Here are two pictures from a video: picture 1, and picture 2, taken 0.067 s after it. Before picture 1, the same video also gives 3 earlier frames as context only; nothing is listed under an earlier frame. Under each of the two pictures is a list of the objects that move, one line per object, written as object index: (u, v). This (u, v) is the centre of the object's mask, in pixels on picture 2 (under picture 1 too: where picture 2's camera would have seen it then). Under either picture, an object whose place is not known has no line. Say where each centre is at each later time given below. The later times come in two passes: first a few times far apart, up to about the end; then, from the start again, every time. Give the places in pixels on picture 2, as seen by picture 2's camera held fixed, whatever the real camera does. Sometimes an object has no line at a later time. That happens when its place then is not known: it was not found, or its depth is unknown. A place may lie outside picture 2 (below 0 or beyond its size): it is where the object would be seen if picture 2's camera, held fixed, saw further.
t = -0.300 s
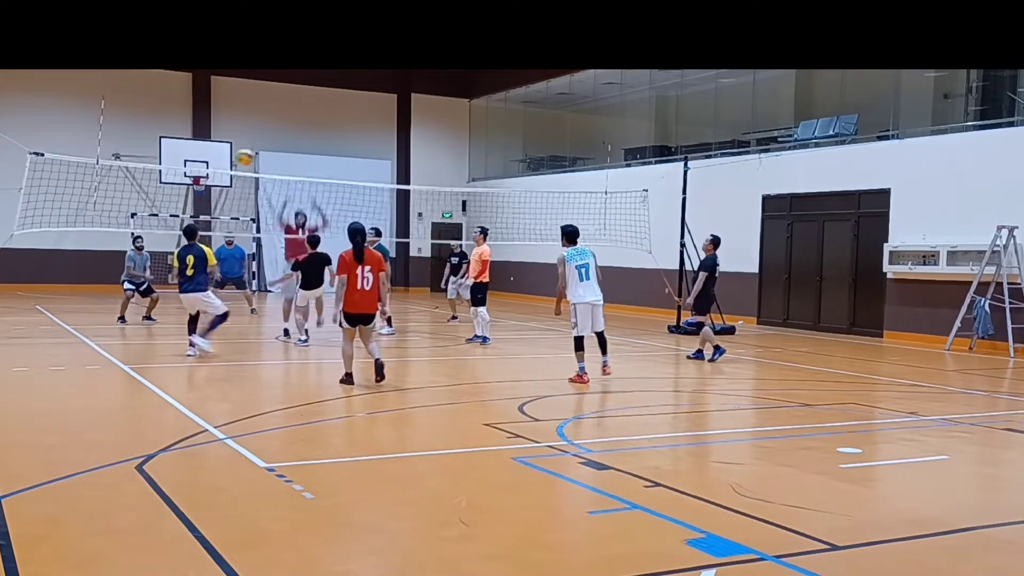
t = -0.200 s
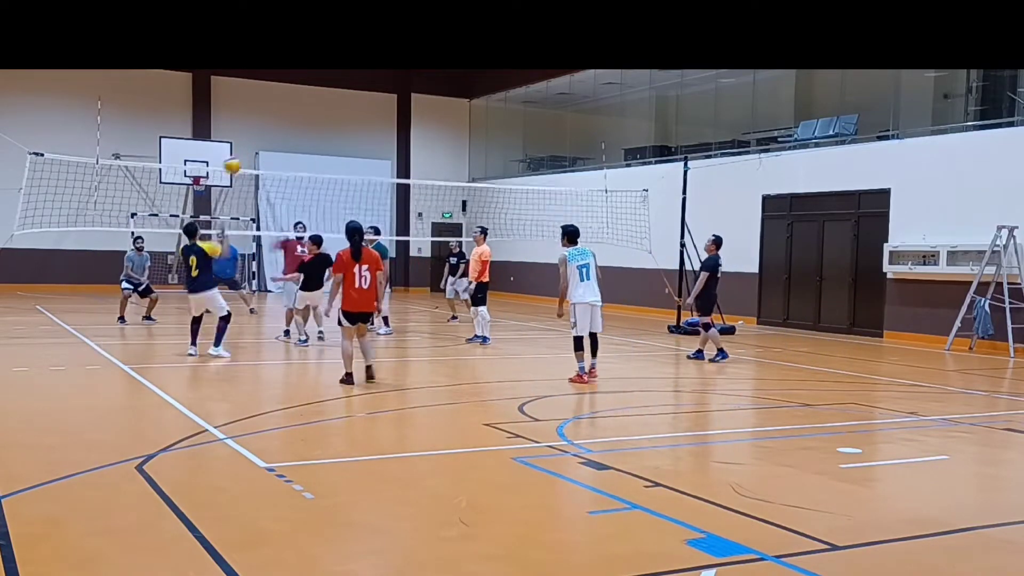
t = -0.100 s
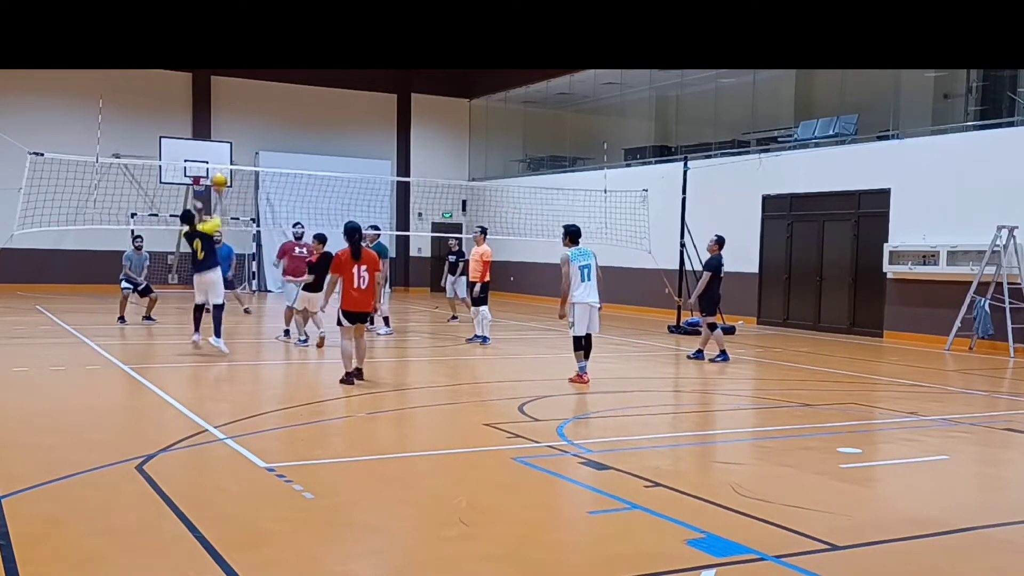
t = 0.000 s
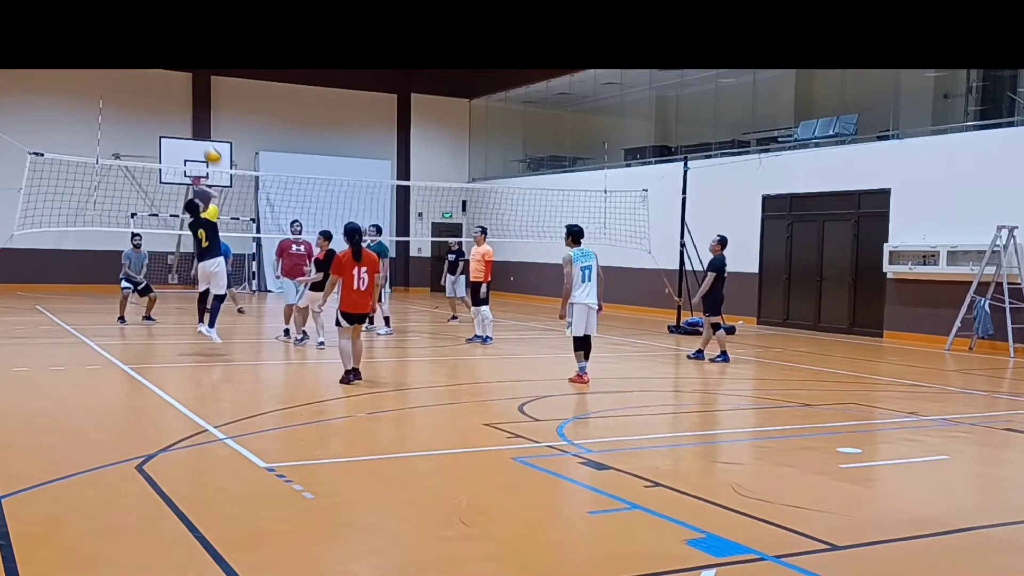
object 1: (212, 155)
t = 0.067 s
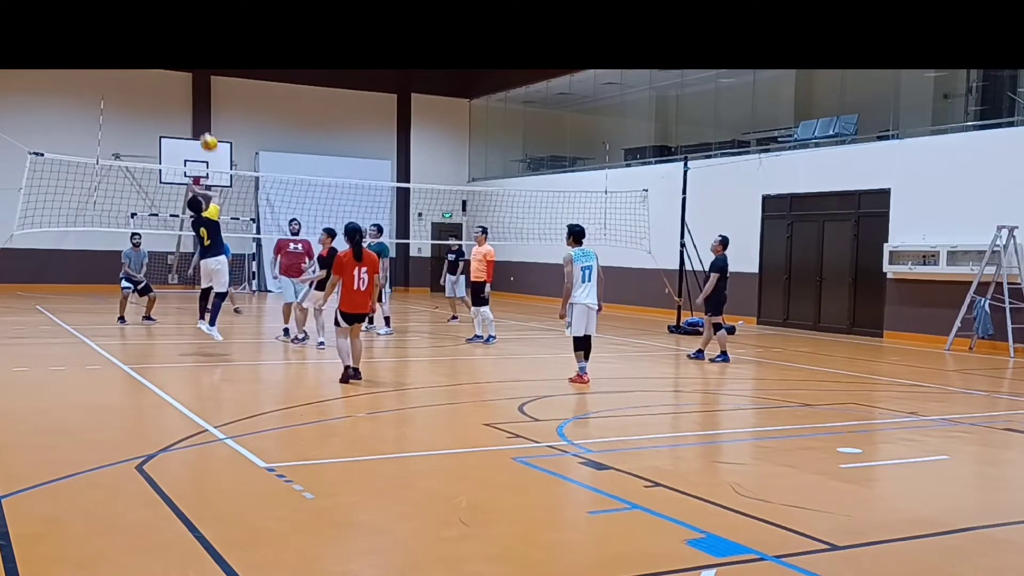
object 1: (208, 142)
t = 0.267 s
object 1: (198, 126)
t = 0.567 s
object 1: (185, 156)
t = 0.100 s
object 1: (207, 137)
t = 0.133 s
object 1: (205, 133)
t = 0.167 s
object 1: (203, 130)
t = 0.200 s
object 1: (201, 128)
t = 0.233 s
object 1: (200, 127)
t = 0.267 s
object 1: (198, 126)
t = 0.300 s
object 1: (197, 126)
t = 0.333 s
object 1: (195, 127)
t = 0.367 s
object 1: (194, 128)
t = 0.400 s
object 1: (192, 129)
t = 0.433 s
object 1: (190, 132)
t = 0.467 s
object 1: (189, 136)
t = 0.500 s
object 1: (187, 142)
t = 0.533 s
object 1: (187, 150)
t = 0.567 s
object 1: (185, 156)
